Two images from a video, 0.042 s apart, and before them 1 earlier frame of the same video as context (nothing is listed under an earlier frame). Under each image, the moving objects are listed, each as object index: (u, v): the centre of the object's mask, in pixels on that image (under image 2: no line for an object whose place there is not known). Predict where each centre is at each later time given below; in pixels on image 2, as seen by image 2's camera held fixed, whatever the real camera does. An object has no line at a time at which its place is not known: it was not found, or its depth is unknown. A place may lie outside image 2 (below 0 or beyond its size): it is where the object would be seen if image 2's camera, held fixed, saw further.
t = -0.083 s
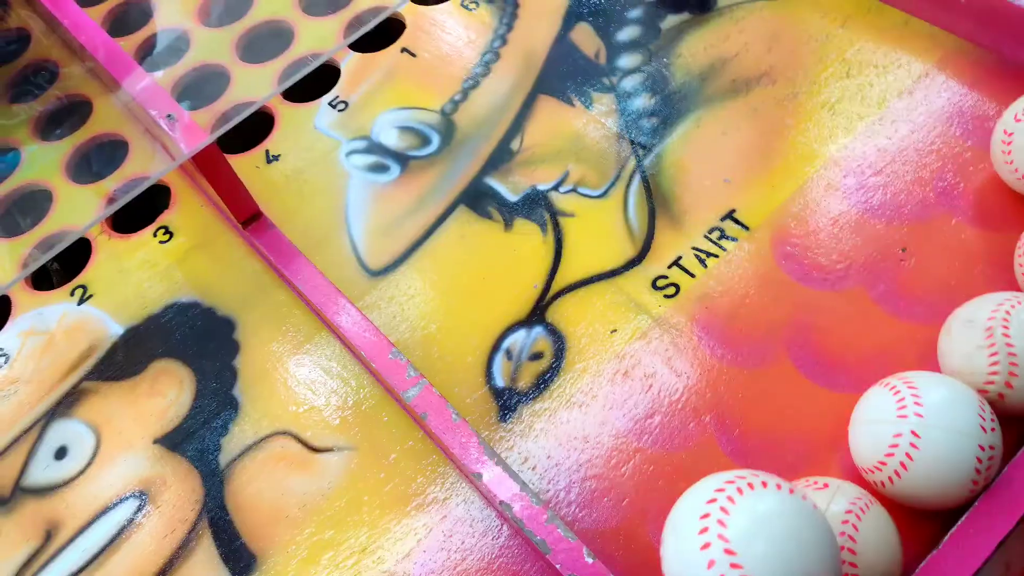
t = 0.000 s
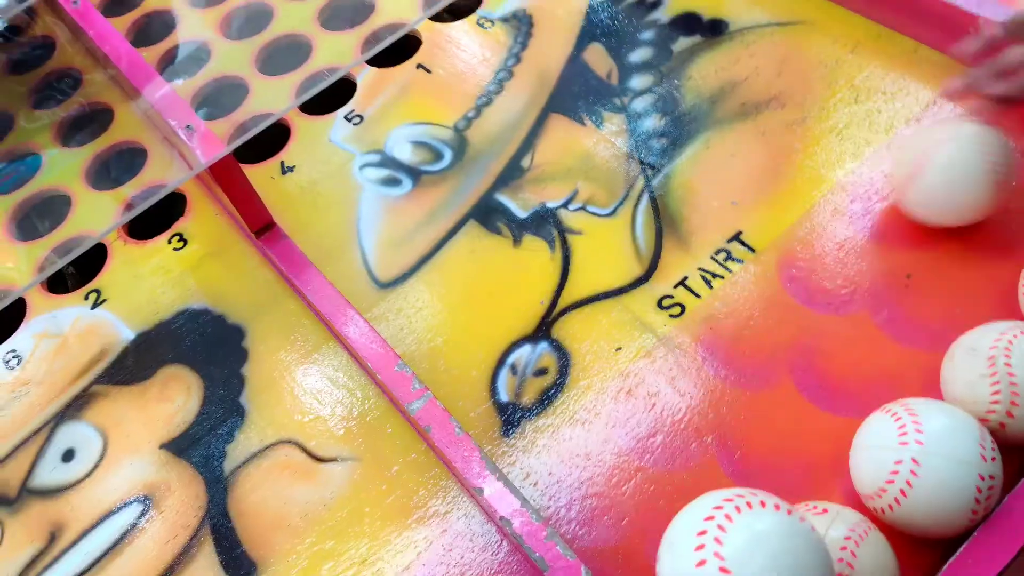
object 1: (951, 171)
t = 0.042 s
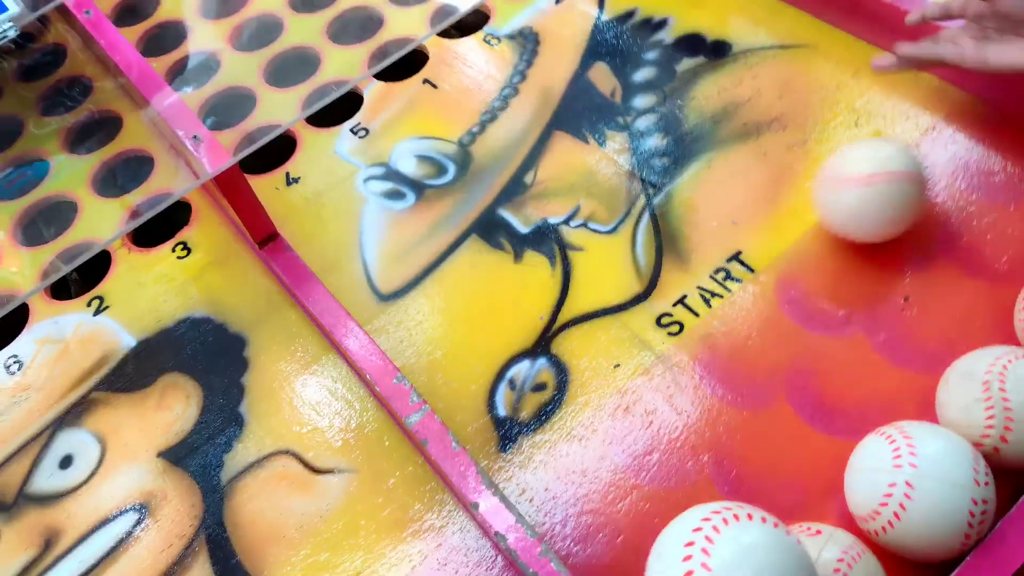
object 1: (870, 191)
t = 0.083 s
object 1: (824, 187)
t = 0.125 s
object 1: (759, 182)
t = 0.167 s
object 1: (717, 178)
